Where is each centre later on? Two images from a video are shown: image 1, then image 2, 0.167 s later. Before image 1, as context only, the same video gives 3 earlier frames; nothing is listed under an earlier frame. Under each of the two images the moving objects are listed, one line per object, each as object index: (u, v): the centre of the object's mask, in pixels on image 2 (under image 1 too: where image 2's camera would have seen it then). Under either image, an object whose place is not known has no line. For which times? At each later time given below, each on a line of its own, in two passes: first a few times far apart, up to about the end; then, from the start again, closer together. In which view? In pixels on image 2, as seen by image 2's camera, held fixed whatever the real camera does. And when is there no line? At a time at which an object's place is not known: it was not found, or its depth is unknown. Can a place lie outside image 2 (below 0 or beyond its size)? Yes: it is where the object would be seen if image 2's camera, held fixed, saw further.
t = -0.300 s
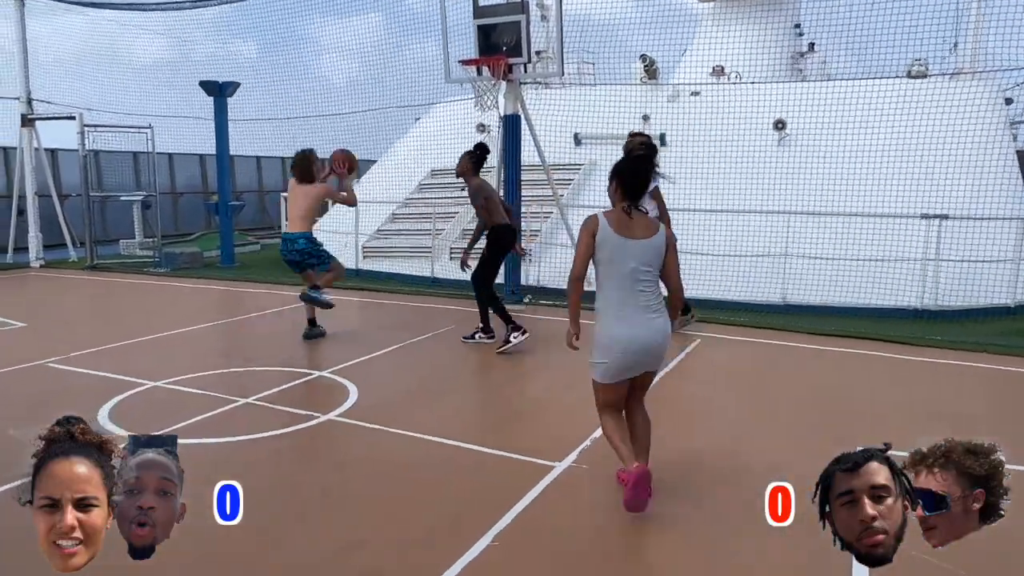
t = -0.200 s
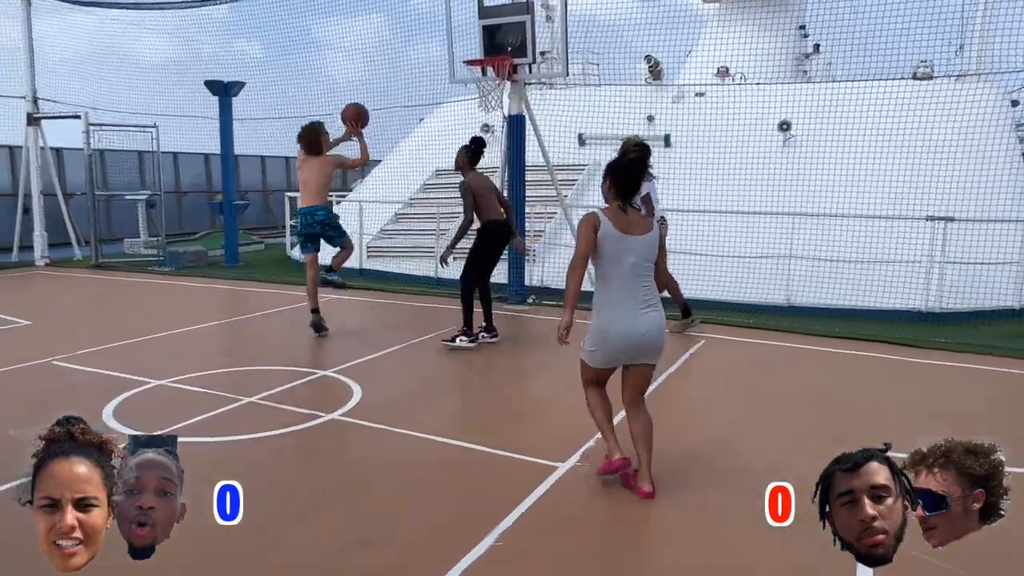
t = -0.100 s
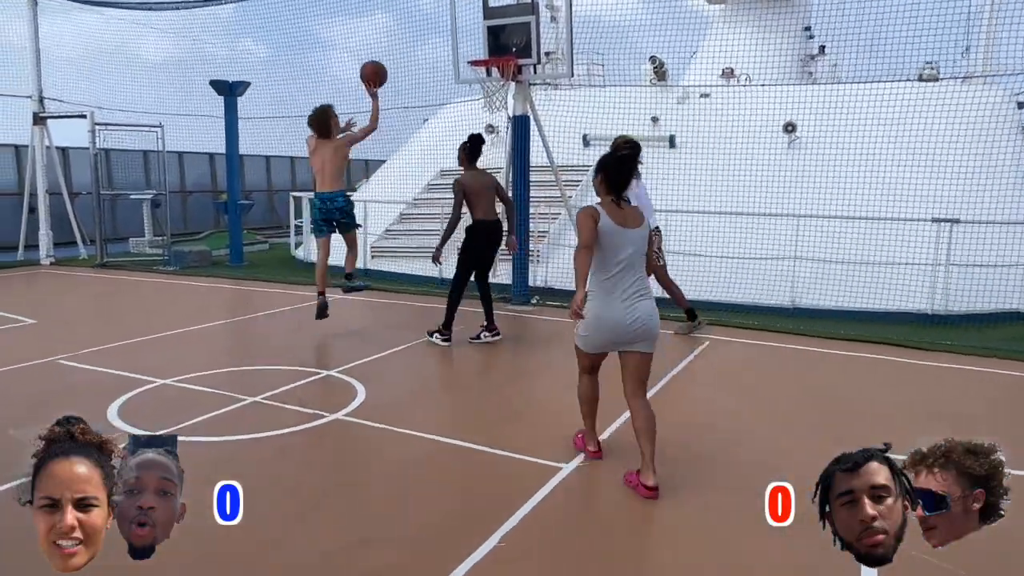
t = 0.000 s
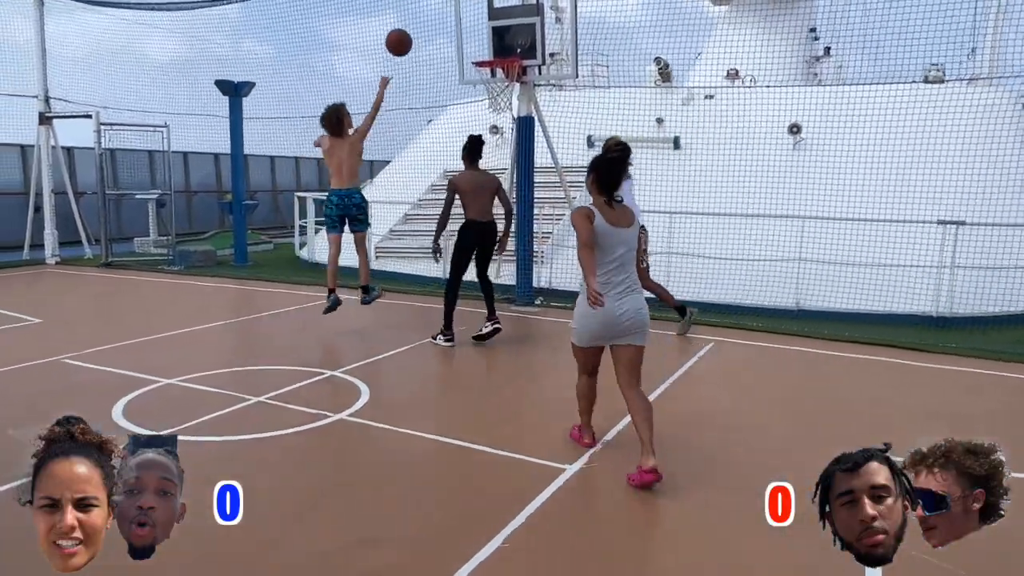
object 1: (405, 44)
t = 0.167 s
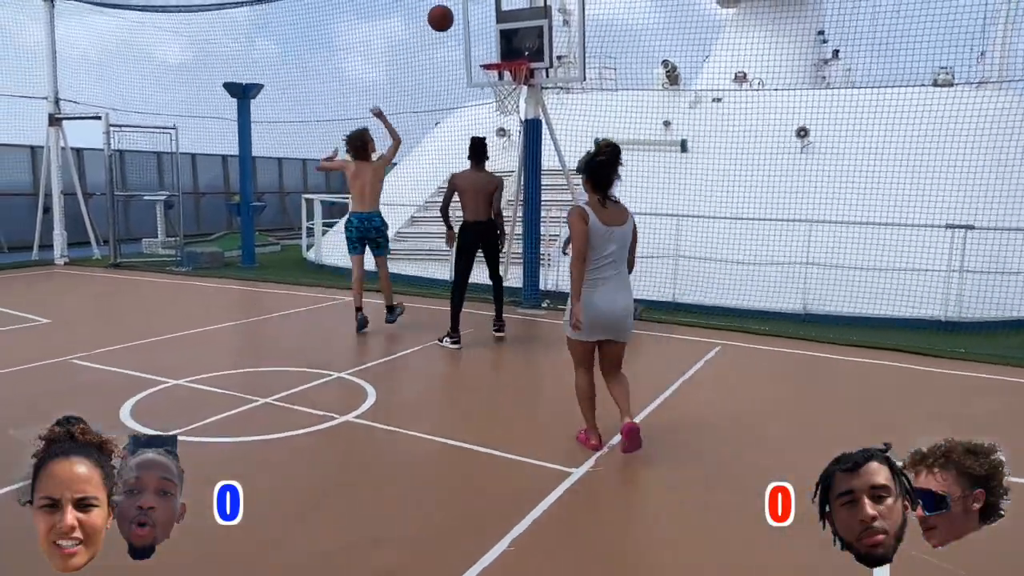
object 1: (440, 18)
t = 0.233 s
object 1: (454, 16)
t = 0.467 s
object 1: (497, 47)
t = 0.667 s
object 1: (524, 100)
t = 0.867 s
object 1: (533, 150)
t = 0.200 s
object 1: (447, 16)
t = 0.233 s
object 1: (454, 16)
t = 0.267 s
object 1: (460, 17)
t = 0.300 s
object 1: (466, 20)
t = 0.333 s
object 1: (473, 23)
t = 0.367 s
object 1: (479, 28)
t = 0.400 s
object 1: (485, 33)
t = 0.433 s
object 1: (491, 40)
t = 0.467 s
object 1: (497, 47)
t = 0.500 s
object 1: (503, 54)
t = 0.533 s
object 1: (507, 62)
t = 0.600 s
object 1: (520, 85)
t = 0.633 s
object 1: (523, 93)
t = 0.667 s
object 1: (524, 100)
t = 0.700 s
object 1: (526, 106)
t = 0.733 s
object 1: (528, 113)
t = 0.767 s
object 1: (529, 121)
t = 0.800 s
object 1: (530, 129)
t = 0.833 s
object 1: (532, 138)
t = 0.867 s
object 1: (533, 150)
